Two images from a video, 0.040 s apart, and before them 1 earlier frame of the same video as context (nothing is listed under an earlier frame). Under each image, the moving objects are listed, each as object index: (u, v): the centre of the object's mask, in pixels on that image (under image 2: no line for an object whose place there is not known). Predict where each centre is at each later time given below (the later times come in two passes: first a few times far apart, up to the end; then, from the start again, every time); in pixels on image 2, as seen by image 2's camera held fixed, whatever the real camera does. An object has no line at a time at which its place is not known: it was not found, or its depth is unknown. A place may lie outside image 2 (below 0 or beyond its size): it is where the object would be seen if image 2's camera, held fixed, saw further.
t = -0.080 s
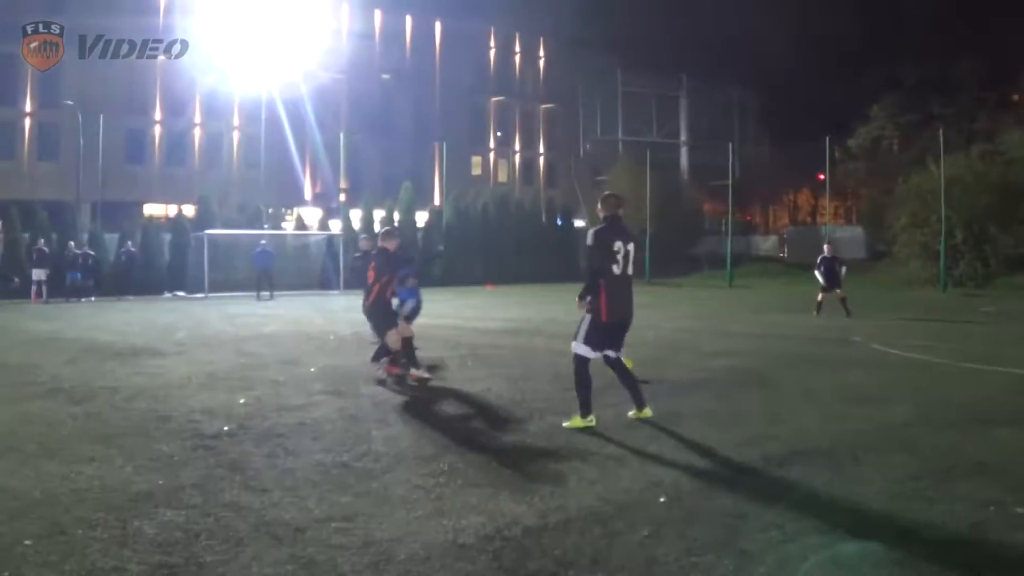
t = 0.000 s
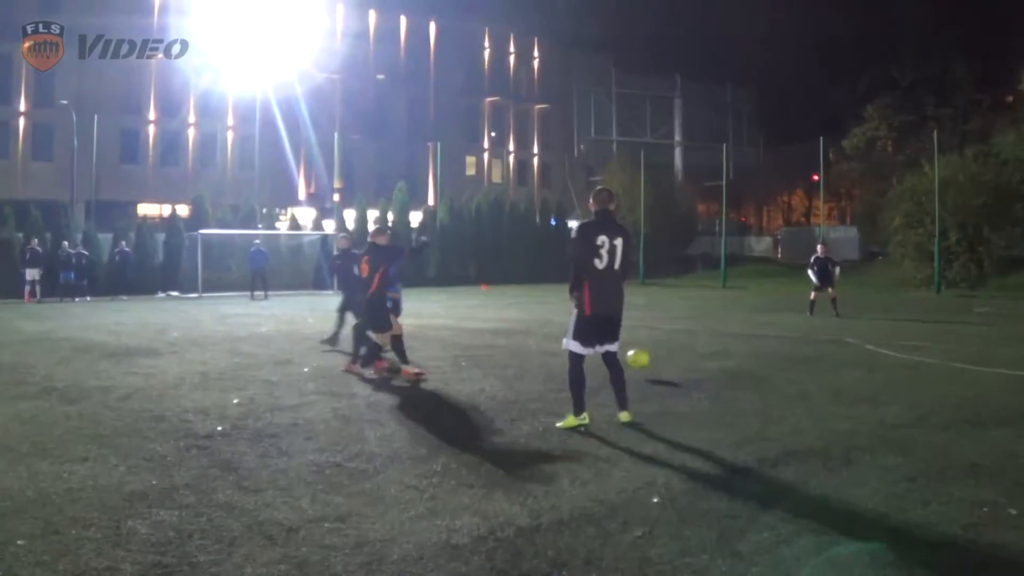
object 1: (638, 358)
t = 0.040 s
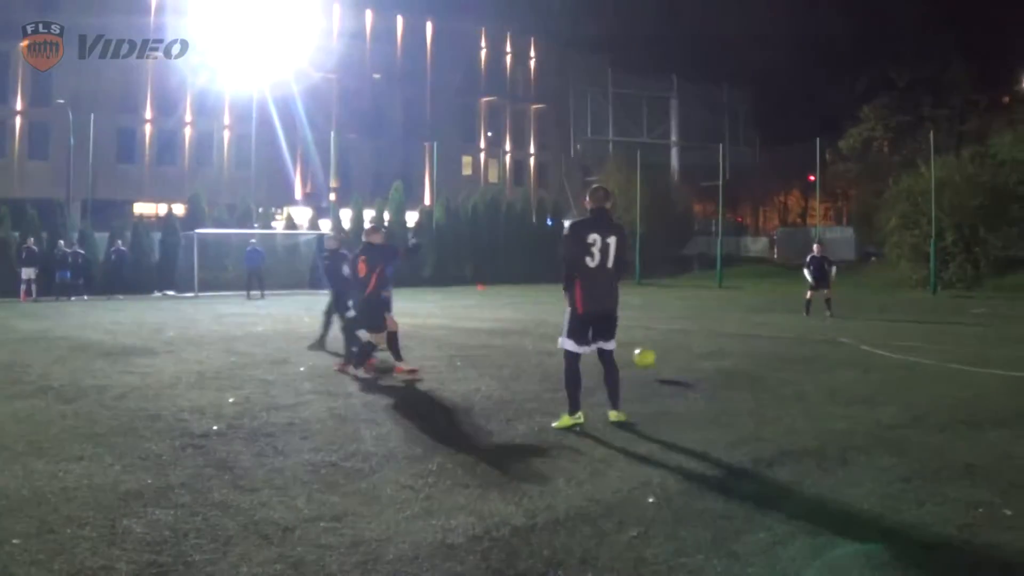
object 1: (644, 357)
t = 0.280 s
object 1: (705, 361)
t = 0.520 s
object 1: (758, 360)
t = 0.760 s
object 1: (805, 362)
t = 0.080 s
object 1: (655, 355)
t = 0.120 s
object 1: (664, 358)
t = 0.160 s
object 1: (675, 360)
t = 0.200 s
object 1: (686, 364)
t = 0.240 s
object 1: (695, 364)
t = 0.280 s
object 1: (705, 361)
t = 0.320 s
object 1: (714, 360)
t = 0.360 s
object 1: (723, 361)
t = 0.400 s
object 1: (731, 364)
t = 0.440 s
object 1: (741, 363)
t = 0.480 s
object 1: (750, 361)
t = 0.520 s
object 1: (758, 360)
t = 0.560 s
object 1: (766, 361)
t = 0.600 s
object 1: (774, 364)
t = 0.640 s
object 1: (782, 362)
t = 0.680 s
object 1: (790, 361)
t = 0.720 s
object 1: (798, 360)
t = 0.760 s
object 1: (805, 362)
